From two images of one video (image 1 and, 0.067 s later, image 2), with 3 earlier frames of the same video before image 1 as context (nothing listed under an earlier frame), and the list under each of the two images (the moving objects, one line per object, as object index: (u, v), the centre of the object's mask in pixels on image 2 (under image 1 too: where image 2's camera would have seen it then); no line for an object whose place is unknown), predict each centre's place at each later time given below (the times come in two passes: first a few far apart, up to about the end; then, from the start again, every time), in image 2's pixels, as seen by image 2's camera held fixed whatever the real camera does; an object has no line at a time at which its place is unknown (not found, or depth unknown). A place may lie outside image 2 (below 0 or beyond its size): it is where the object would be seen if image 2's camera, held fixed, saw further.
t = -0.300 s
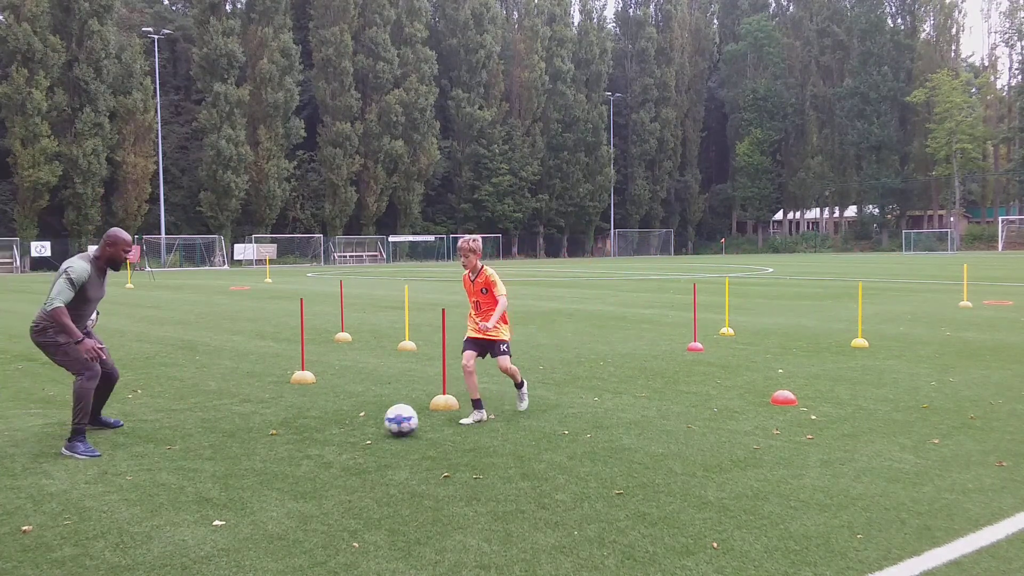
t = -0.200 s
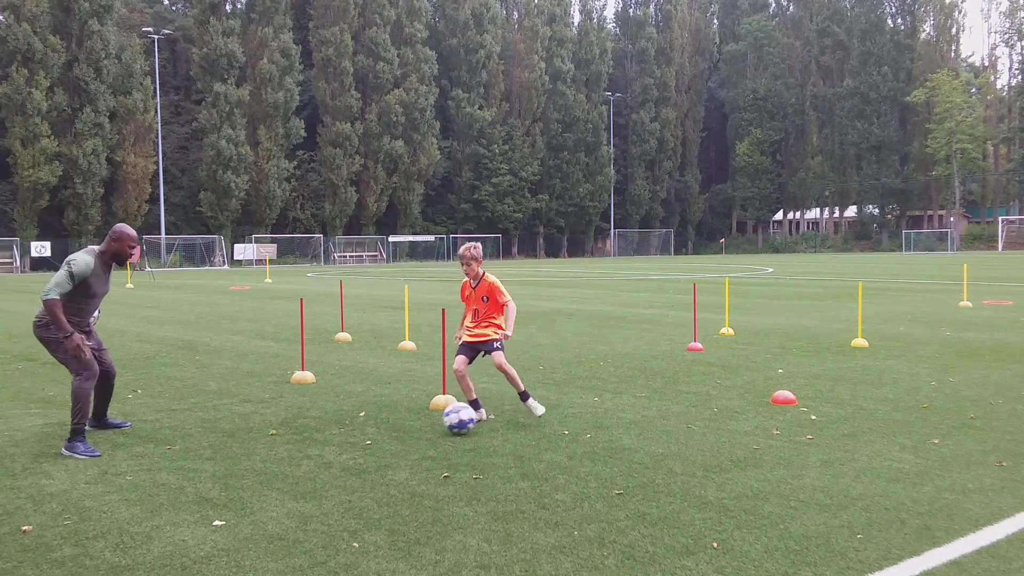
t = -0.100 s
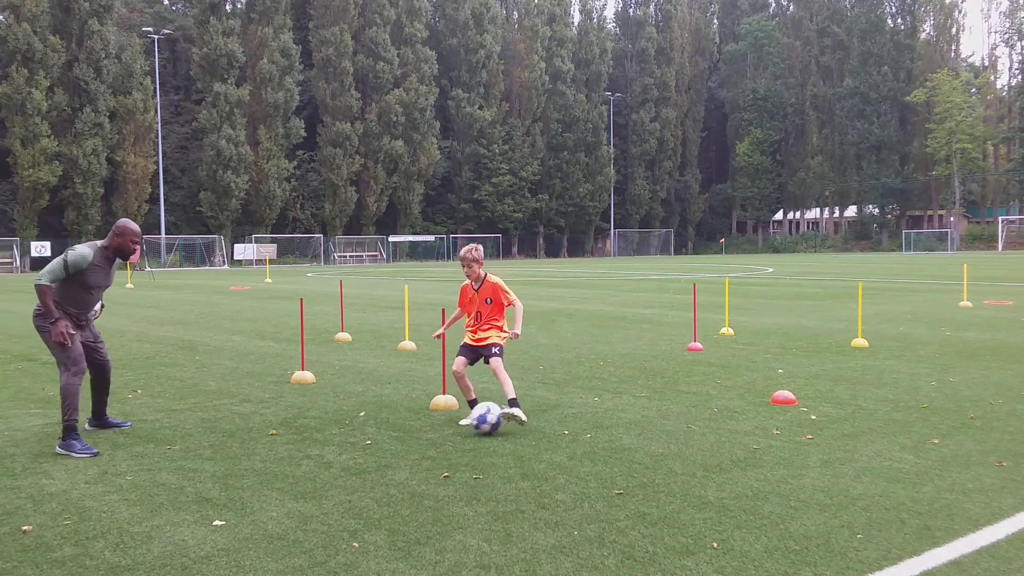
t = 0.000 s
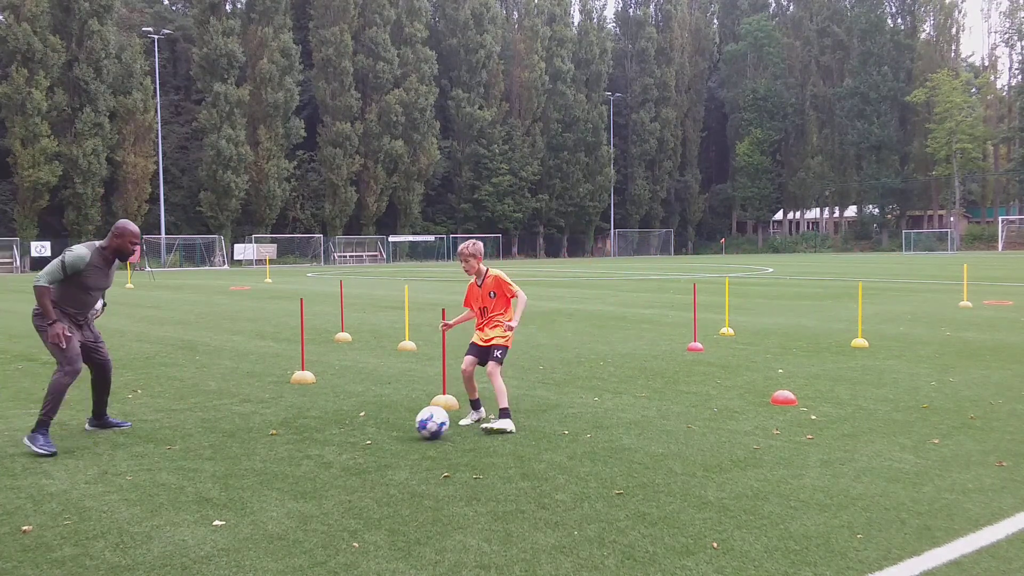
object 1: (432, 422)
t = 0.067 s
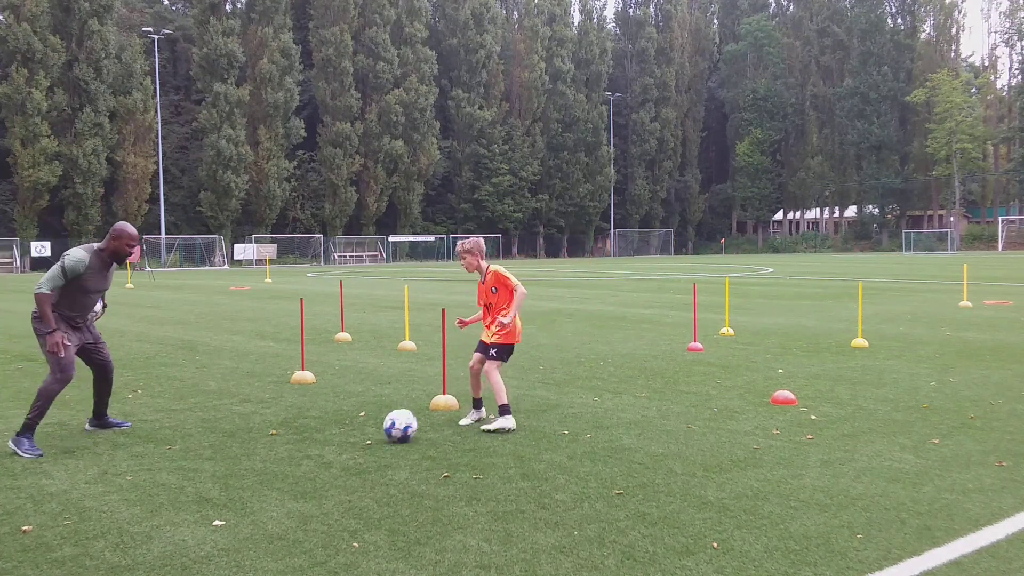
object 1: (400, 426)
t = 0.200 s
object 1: (347, 430)
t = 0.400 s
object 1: (280, 436)
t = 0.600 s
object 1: (214, 443)
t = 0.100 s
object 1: (386, 426)
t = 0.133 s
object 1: (373, 427)
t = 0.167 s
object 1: (360, 428)
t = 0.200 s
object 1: (347, 430)
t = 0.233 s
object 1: (335, 431)
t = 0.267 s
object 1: (324, 431)
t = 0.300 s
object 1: (313, 433)
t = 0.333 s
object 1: (302, 434)
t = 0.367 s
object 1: (291, 435)
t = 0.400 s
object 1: (280, 436)
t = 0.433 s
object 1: (269, 436)
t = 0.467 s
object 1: (258, 438)
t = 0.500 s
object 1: (248, 439)
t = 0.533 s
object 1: (236, 440)
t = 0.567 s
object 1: (226, 441)
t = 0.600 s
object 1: (214, 443)
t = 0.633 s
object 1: (203, 444)
